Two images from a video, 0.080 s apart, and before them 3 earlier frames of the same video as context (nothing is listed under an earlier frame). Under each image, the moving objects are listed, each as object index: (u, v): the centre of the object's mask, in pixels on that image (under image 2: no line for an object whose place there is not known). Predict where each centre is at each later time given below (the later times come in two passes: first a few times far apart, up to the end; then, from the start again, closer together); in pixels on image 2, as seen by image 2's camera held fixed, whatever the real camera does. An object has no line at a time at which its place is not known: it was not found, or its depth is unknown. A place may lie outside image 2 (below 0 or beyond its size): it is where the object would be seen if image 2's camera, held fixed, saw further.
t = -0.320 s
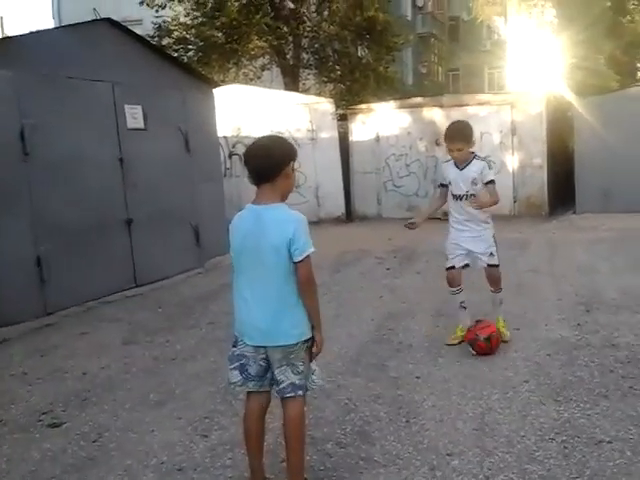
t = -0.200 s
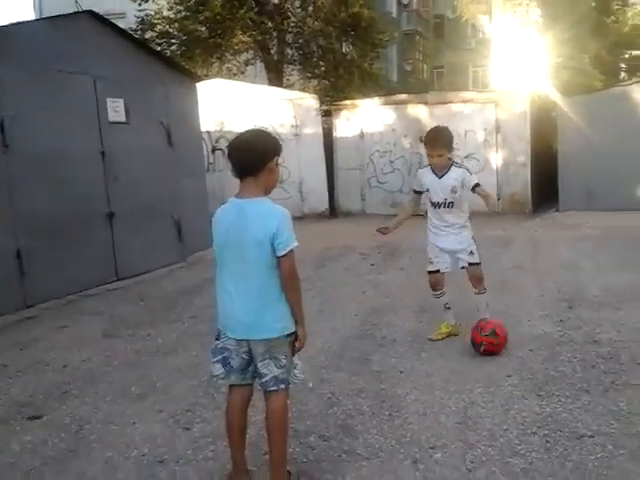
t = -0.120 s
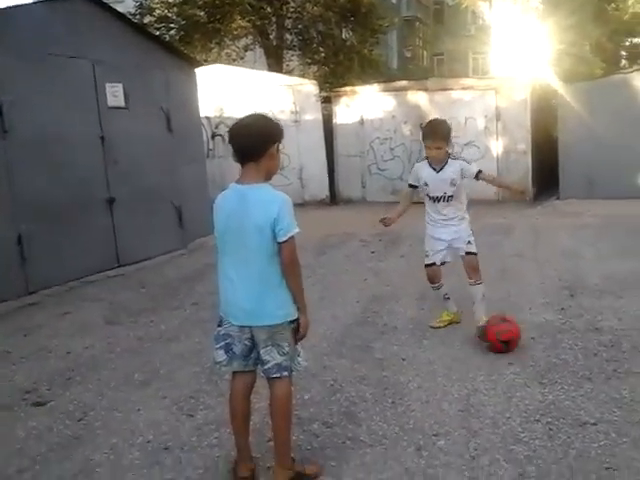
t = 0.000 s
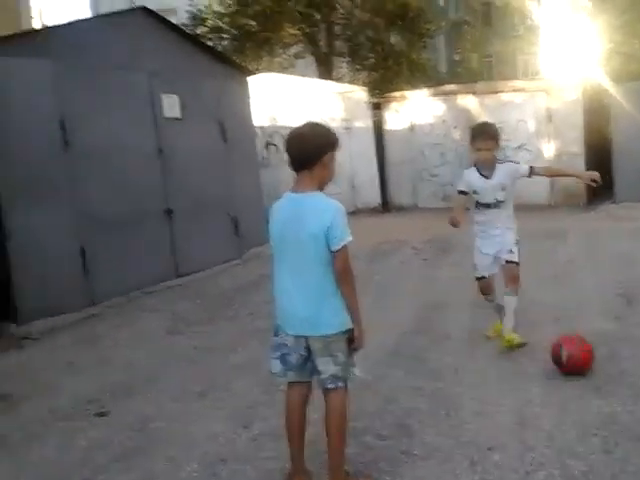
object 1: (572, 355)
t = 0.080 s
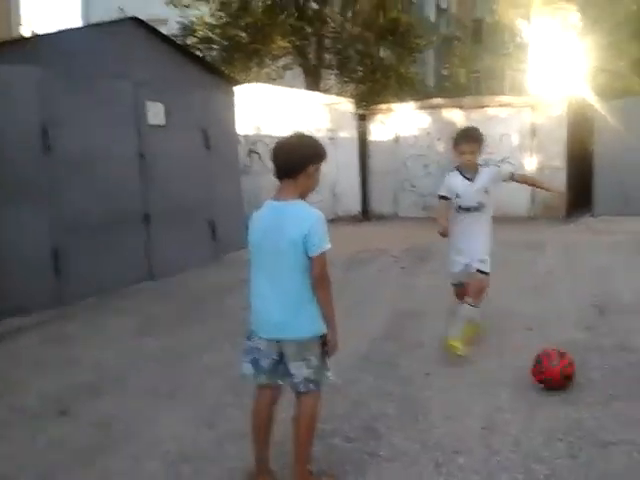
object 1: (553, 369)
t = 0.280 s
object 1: (582, 385)
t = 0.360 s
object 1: (595, 392)
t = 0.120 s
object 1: (559, 372)
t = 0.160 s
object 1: (563, 376)
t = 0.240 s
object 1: (576, 381)
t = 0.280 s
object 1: (582, 385)
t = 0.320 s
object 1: (589, 391)
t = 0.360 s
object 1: (595, 392)
